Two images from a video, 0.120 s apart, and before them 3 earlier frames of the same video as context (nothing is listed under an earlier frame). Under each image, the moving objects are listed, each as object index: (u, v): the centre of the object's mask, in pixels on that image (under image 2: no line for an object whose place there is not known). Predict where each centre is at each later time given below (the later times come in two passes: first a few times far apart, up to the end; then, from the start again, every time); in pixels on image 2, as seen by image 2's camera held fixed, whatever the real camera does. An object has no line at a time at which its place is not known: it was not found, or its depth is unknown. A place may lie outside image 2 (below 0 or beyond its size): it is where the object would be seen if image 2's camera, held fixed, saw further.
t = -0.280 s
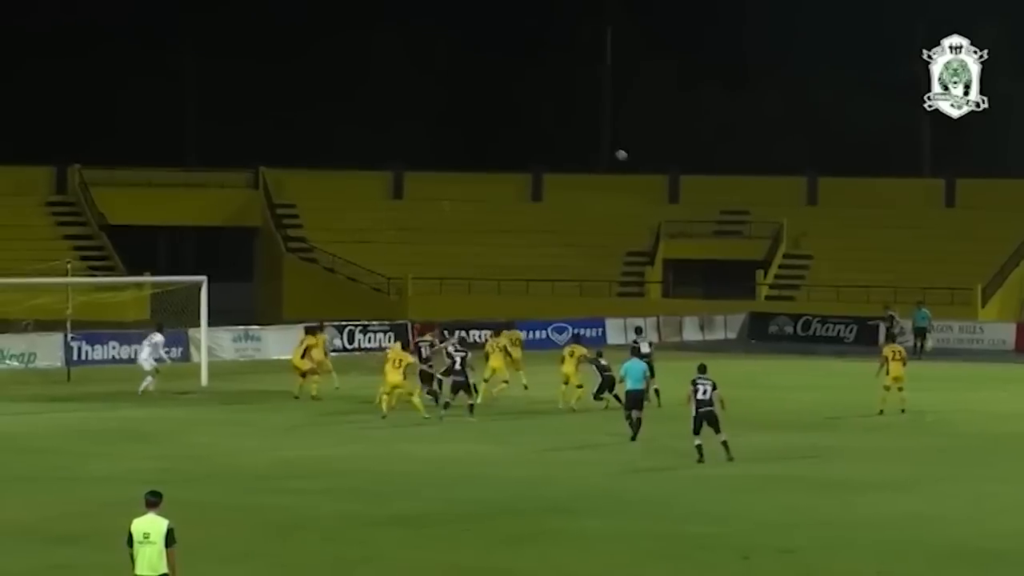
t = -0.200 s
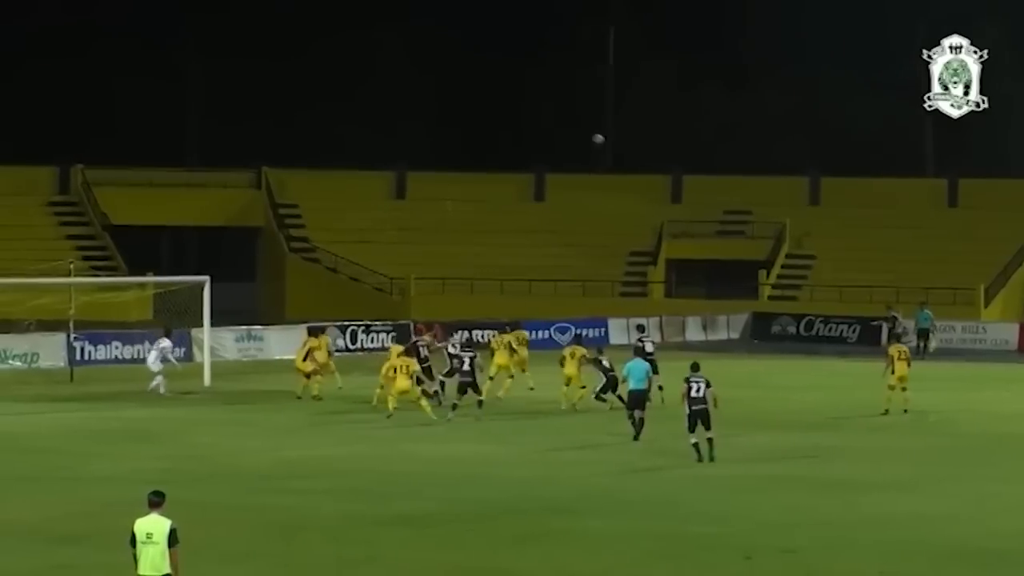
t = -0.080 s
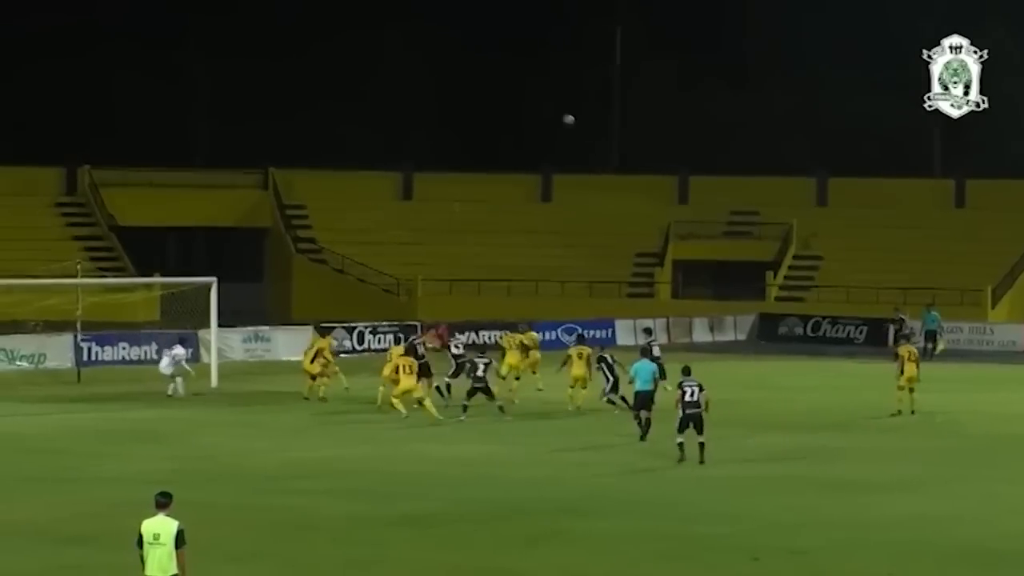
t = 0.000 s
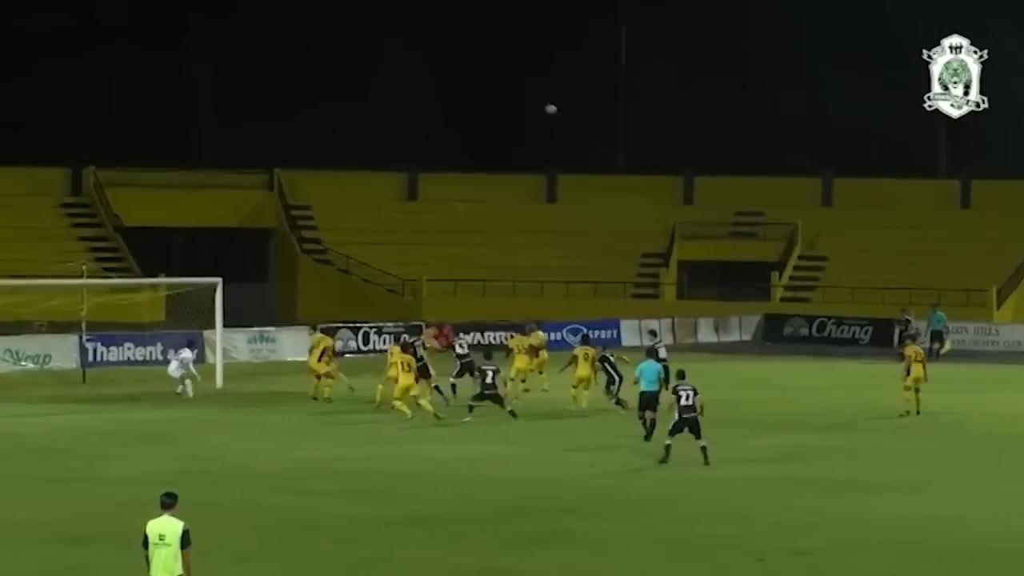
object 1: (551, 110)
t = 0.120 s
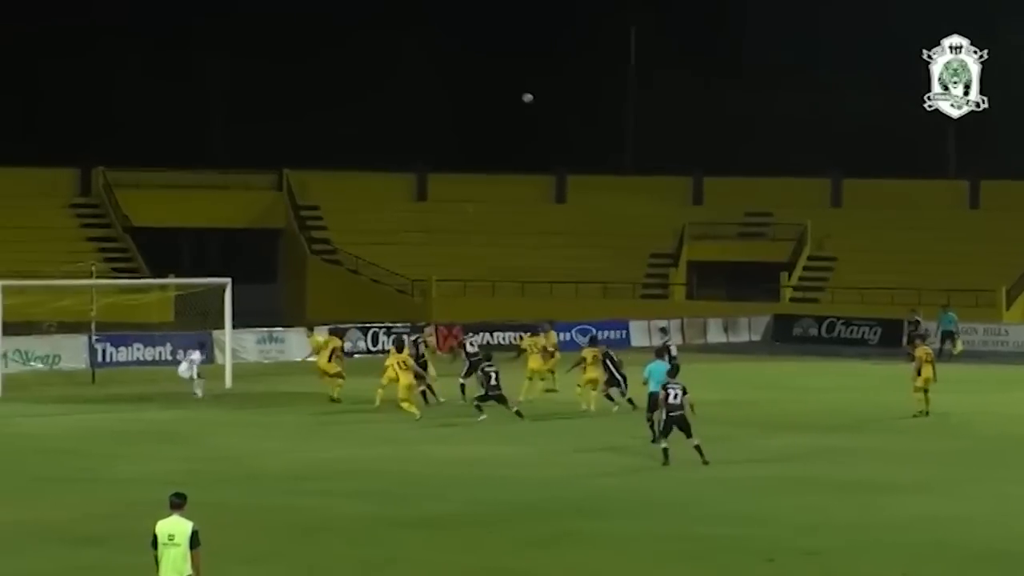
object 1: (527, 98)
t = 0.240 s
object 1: (496, 91)
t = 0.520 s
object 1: (430, 98)
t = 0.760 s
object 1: (380, 131)
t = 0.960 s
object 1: (342, 179)
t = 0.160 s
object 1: (517, 95)
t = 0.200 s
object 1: (506, 93)
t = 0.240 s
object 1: (496, 91)
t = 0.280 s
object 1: (486, 90)
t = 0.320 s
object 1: (476, 89)
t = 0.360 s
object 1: (467, 90)
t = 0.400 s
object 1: (458, 91)
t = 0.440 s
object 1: (448, 93)
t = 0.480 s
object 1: (439, 95)
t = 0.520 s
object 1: (430, 98)
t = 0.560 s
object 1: (421, 102)
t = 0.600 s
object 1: (413, 106)
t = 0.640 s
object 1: (404, 111)
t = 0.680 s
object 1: (396, 117)
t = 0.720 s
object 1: (388, 123)
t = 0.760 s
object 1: (380, 131)
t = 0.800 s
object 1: (372, 139)
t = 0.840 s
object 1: (364, 148)
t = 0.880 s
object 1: (356, 157)
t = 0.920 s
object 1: (349, 167)
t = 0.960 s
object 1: (342, 179)
